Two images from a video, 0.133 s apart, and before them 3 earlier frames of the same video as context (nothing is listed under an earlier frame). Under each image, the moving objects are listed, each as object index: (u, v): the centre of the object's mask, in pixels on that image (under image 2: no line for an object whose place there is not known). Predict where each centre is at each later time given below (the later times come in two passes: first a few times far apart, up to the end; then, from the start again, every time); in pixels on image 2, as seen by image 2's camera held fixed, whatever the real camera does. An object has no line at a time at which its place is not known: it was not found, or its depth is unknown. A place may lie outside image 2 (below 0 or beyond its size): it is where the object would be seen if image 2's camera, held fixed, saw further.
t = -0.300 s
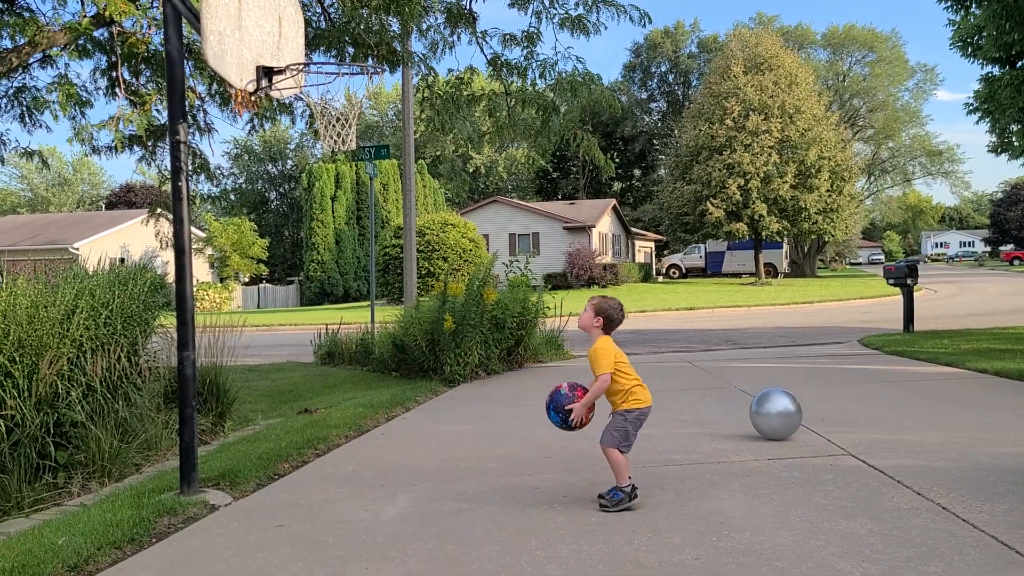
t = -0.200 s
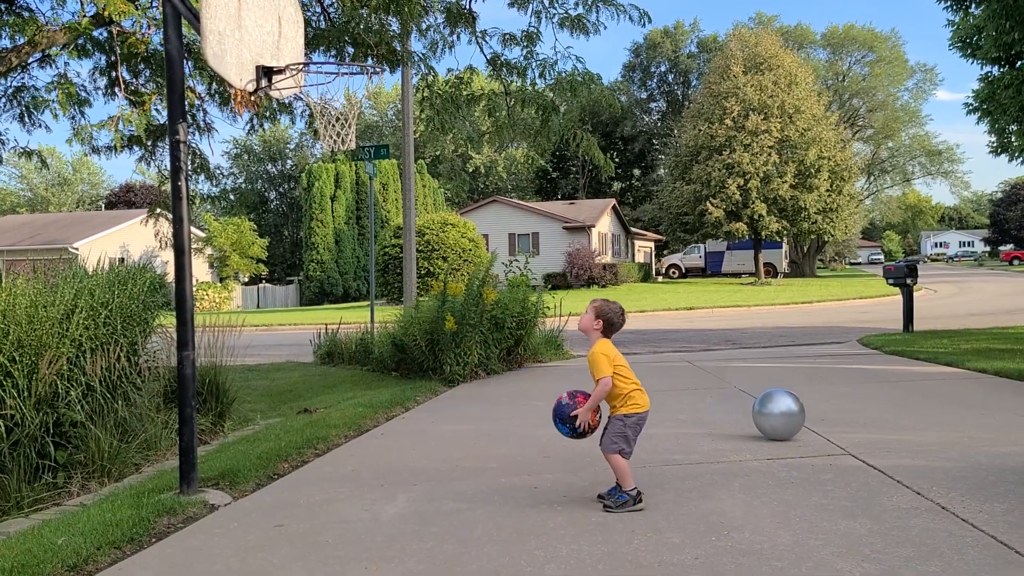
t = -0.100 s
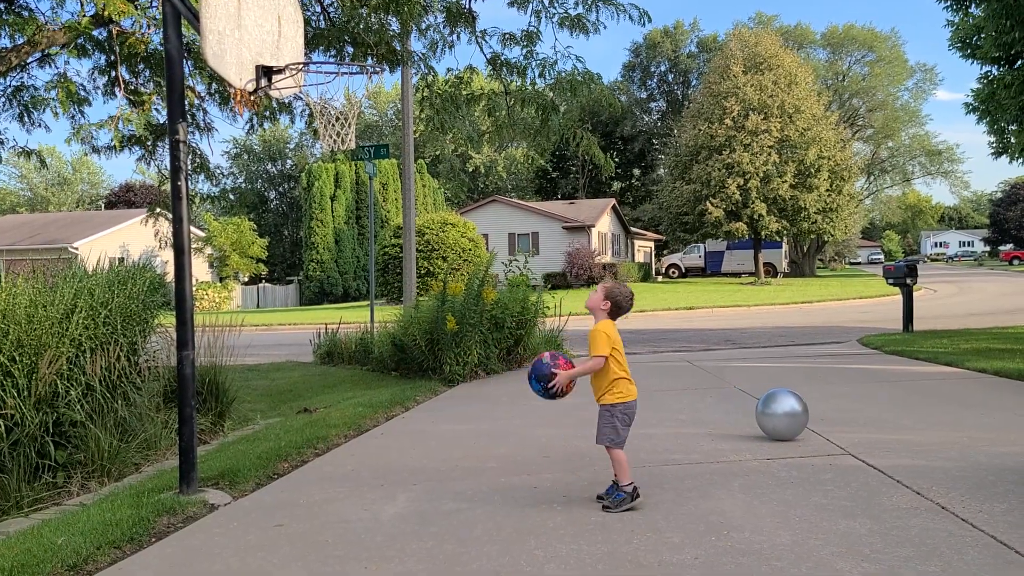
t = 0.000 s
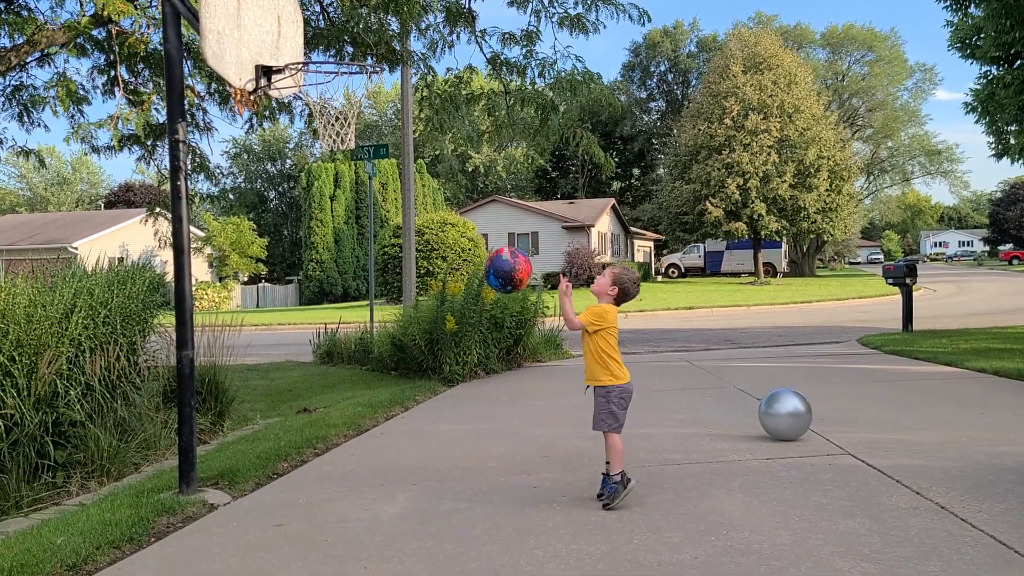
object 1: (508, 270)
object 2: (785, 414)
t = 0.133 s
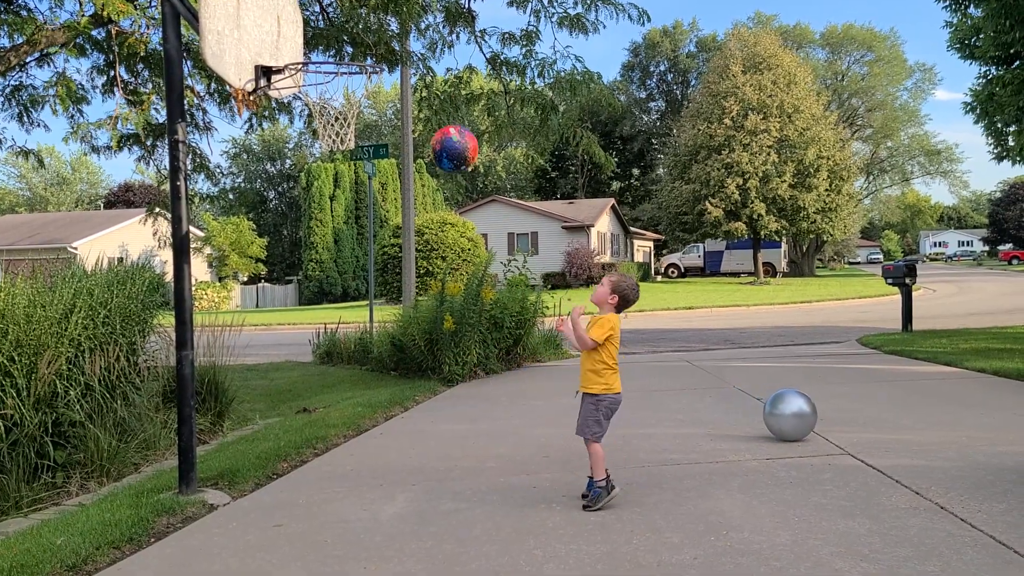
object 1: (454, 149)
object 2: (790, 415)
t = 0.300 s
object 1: (395, 50)
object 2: (797, 415)
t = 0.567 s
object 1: (393, 25)
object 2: (808, 415)
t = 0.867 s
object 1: (395, 174)
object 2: (822, 416)
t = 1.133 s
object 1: (400, 464)
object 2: (838, 416)
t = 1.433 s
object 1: (355, 258)
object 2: (860, 415)
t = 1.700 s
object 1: (315, 163)
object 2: (884, 415)
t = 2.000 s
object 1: (277, 233)
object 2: (913, 413)
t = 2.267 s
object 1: (246, 451)
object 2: (936, 412)
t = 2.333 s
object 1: (238, 492)
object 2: (942, 412)
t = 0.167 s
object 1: (441, 124)
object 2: (791, 415)
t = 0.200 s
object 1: (428, 102)
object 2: (793, 415)
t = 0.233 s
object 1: (416, 82)
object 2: (794, 415)
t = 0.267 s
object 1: (403, 64)
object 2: (795, 415)
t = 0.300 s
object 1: (395, 50)
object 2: (797, 415)
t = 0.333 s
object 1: (395, 40)
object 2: (798, 415)
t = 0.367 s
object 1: (394, 32)
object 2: (799, 415)
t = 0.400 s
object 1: (394, 25)
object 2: (801, 415)
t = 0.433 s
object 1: (394, 21)
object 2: (802, 415)
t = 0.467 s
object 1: (394, 20)
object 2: (803, 415)
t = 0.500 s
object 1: (393, 20)
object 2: (805, 415)
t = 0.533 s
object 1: (393, 21)
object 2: (806, 415)
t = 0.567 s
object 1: (393, 25)
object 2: (808, 415)
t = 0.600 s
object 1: (392, 33)
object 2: (809, 415)
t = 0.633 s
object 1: (392, 42)
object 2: (811, 415)
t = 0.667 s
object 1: (392, 54)
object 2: (812, 415)
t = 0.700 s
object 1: (392, 68)
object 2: (813, 415)
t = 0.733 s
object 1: (392, 85)
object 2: (815, 415)
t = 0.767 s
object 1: (393, 104)
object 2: (817, 415)
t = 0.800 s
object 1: (394, 125)
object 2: (818, 416)
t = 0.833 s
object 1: (395, 148)
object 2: (820, 416)
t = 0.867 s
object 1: (395, 174)
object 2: (822, 416)
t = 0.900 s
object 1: (396, 201)
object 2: (823, 416)
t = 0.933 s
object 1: (397, 231)
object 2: (825, 416)
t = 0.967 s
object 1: (397, 264)
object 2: (827, 416)
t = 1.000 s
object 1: (398, 298)
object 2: (829, 416)
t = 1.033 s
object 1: (399, 335)
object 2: (831, 416)
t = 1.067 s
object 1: (399, 376)
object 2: (833, 416)
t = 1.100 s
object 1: (399, 418)
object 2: (835, 416)
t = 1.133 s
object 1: (400, 464)
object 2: (838, 416)
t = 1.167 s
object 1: (399, 500)
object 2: (840, 416)
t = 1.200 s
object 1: (394, 463)
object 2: (842, 416)
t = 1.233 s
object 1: (388, 426)
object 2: (845, 416)
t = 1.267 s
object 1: (382, 392)
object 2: (847, 416)
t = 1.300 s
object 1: (376, 360)
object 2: (850, 416)
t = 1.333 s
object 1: (371, 331)
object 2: (852, 415)
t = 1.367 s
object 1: (365, 304)
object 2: (855, 415)
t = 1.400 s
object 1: (360, 280)
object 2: (857, 415)
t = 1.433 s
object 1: (355, 258)
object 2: (860, 415)
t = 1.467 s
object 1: (350, 238)
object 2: (863, 415)
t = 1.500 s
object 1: (344, 220)
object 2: (866, 415)
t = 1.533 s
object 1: (339, 205)
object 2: (869, 415)
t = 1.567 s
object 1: (334, 193)
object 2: (871, 415)
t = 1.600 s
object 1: (329, 181)
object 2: (874, 415)
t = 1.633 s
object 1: (325, 173)
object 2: (878, 415)
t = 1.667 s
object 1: (320, 167)
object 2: (881, 414)
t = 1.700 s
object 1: (315, 163)
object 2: (884, 415)
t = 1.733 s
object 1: (311, 161)
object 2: (887, 414)
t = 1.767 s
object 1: (307, 162)
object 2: (891, 414)
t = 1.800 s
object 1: (302, 165)
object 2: (894, 414)
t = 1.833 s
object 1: (297, 171)
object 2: (897, 414)
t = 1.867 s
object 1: (292, 179)
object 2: (901, 414)
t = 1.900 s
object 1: (289, 189)
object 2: (904, 413)
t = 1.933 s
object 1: (284, 201)
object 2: (907, 413)
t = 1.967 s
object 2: (910, 413)
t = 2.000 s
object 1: (277, 233)
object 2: (913, 413)
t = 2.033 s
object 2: (917, 413)
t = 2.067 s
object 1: (269, 274)
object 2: (920, 413)
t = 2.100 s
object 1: (265, 298)
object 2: (923, 413)
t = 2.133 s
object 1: (262, 324)
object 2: (925, 412)
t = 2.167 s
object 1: (258, 353)
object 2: (928, 412)
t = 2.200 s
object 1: (254, 383)
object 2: (931, 412)
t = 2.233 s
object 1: (250, 416)
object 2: (934, 412)
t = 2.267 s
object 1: (246, 451)
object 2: (936, 412)
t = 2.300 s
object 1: (243, 490)
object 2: (939, 412)
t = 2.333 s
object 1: (238, 492)
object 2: (942, 412)
